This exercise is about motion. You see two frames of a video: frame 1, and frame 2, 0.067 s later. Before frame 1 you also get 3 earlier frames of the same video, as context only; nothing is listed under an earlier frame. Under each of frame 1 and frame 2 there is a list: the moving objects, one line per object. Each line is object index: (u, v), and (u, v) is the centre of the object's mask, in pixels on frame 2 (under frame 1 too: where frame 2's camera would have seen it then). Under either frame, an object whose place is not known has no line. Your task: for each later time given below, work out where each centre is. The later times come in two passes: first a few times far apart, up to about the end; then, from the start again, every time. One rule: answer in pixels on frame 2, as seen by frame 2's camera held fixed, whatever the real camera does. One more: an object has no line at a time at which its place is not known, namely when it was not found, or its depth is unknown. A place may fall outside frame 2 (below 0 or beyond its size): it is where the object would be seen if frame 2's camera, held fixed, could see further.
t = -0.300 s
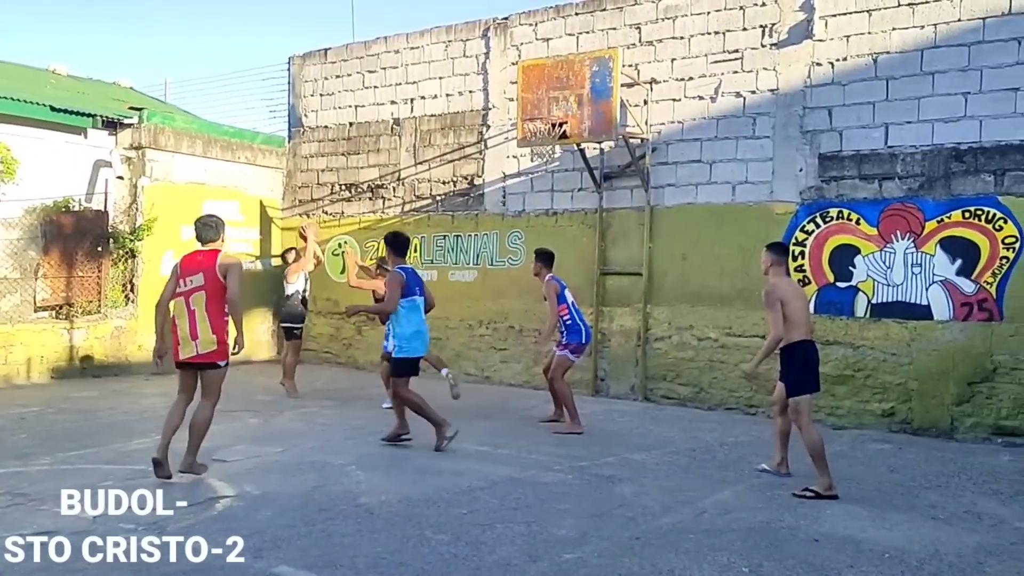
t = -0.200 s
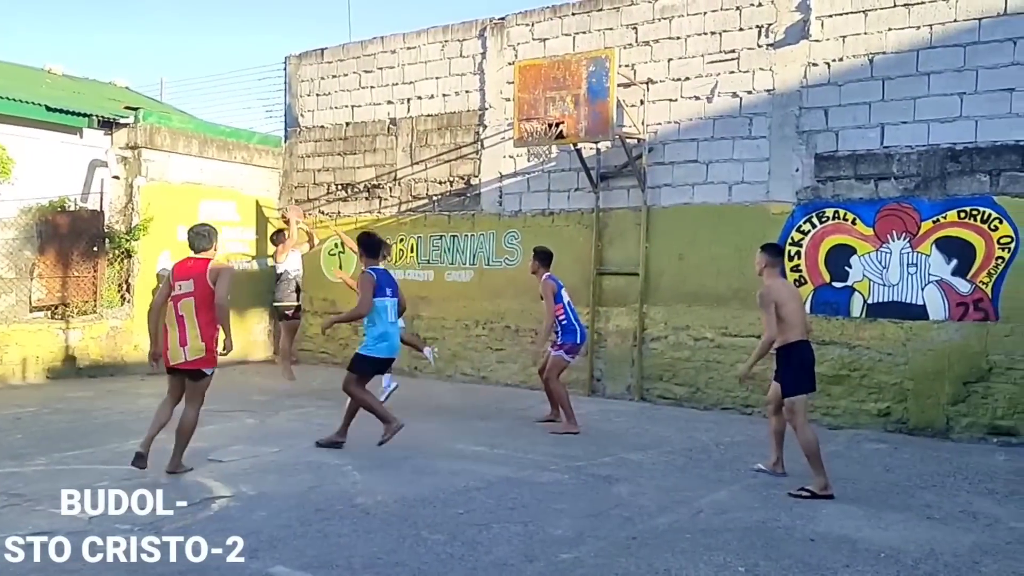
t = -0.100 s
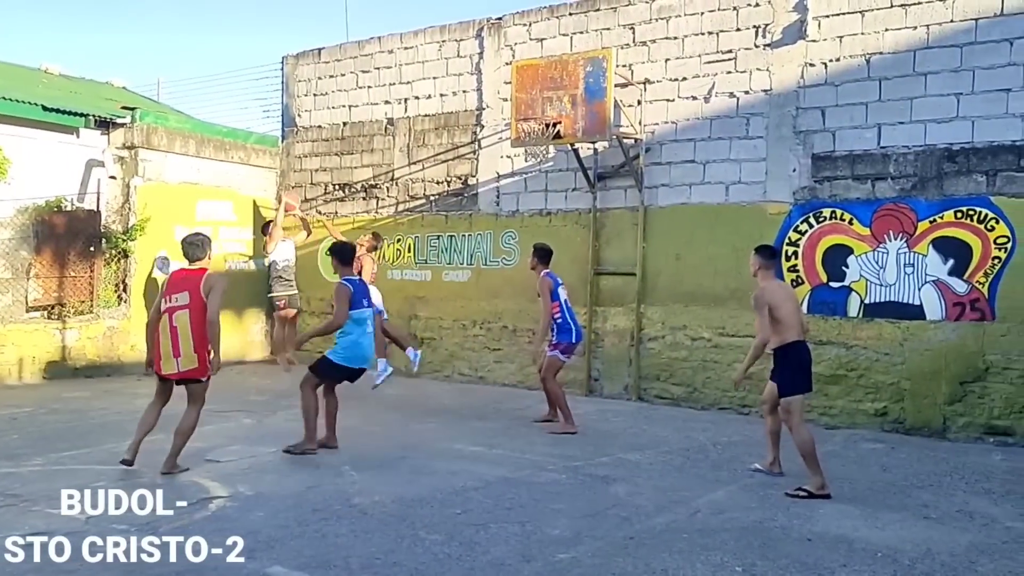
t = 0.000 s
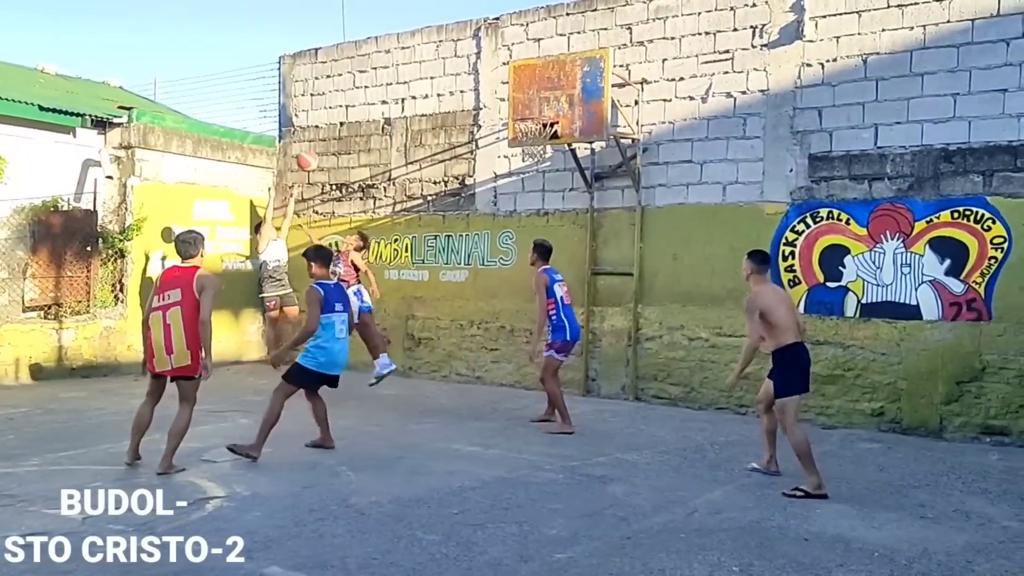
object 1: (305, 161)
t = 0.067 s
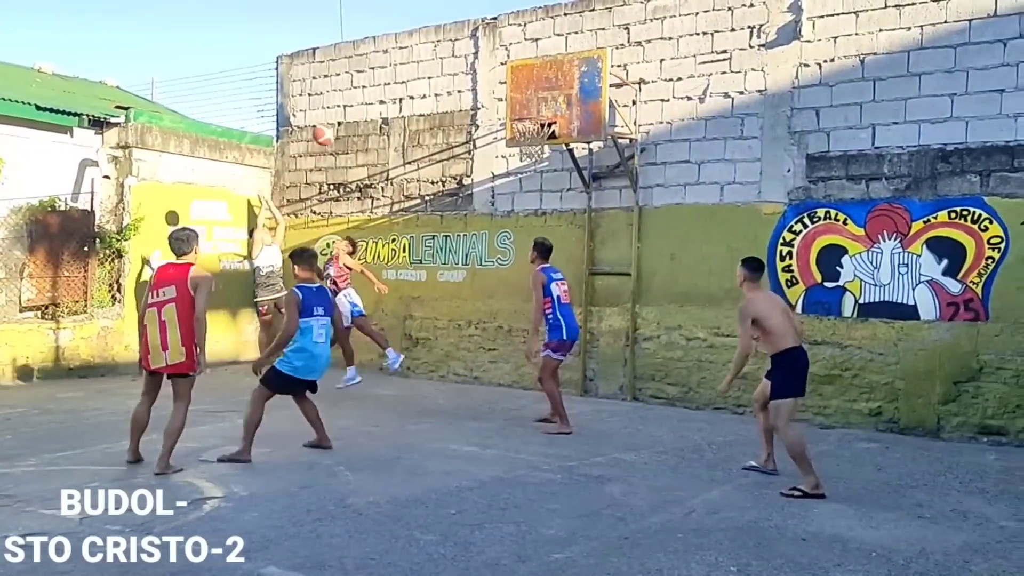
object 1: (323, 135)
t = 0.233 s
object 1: (370, 86)
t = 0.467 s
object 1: (438, 57)
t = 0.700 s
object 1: (506, 79)
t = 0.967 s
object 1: (531, 109)
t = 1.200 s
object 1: (512, 102)
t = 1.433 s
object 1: (497, 118)
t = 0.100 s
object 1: (332, 125)
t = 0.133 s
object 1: (342, 113)
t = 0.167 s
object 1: (351, 103)
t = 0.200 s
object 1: (361, 94)
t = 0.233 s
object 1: (370, 86)
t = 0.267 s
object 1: (379, 78)
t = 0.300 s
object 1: (389, 71)
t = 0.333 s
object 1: (398, 66)
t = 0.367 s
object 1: (407, 63)
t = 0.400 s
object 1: (418, 60)
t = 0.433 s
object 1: (428, 58)
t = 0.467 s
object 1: (438, 57)
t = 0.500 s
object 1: (447, 57)
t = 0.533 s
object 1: (457, 59)
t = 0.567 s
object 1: (467, 60)
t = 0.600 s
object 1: (476, 63)
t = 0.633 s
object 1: (485, 68)
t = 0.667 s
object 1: (496, 73)
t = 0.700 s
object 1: (506, 79)
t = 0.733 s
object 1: (515, 86)
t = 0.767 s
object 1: (525, 93)
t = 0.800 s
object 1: (536, 105)
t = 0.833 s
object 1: (542, 111)
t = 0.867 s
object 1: (540, 112)
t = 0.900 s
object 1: (538, 114)
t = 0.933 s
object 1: (535, 112)
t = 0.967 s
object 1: (531, 109)
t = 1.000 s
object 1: (528, 108)
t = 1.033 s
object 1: (525, 107)
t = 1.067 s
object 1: (520, 107)
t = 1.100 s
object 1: (516, 107)
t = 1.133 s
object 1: (515, 105)
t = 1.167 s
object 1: (514, 103)
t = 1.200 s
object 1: (512, 102)
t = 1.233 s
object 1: (511, 102)
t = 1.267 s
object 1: (510, 103)
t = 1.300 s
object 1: (509, 105)
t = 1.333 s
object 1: (506, 108)
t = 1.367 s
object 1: (504, 110)
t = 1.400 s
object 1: (501, 113)
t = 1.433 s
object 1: (497, 118)
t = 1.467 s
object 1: (494, 124)
